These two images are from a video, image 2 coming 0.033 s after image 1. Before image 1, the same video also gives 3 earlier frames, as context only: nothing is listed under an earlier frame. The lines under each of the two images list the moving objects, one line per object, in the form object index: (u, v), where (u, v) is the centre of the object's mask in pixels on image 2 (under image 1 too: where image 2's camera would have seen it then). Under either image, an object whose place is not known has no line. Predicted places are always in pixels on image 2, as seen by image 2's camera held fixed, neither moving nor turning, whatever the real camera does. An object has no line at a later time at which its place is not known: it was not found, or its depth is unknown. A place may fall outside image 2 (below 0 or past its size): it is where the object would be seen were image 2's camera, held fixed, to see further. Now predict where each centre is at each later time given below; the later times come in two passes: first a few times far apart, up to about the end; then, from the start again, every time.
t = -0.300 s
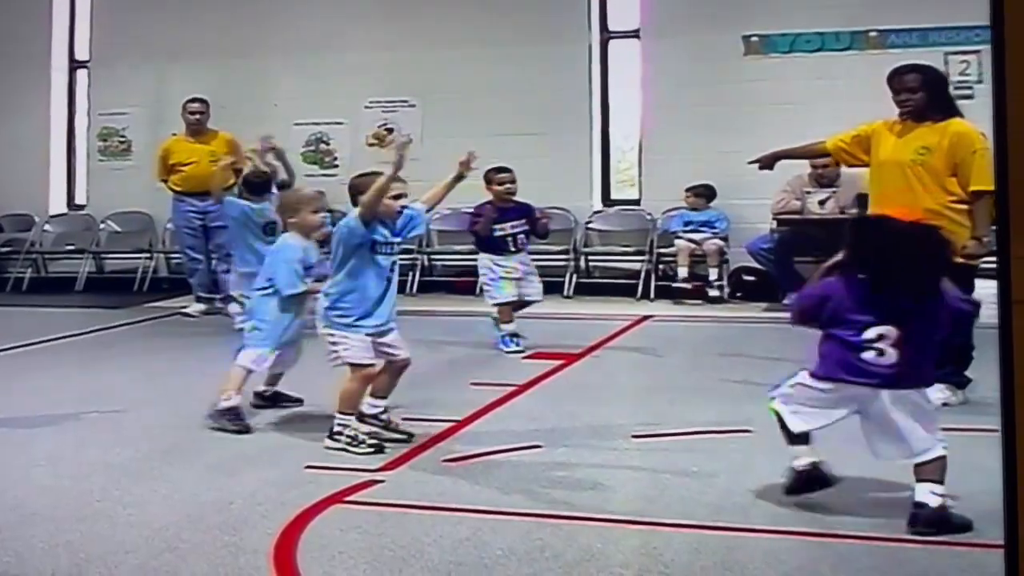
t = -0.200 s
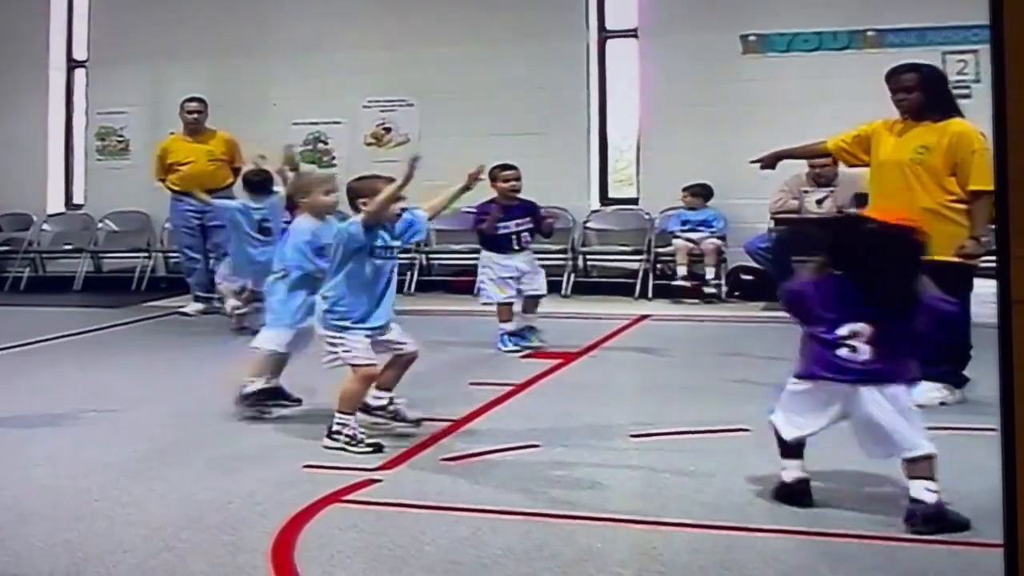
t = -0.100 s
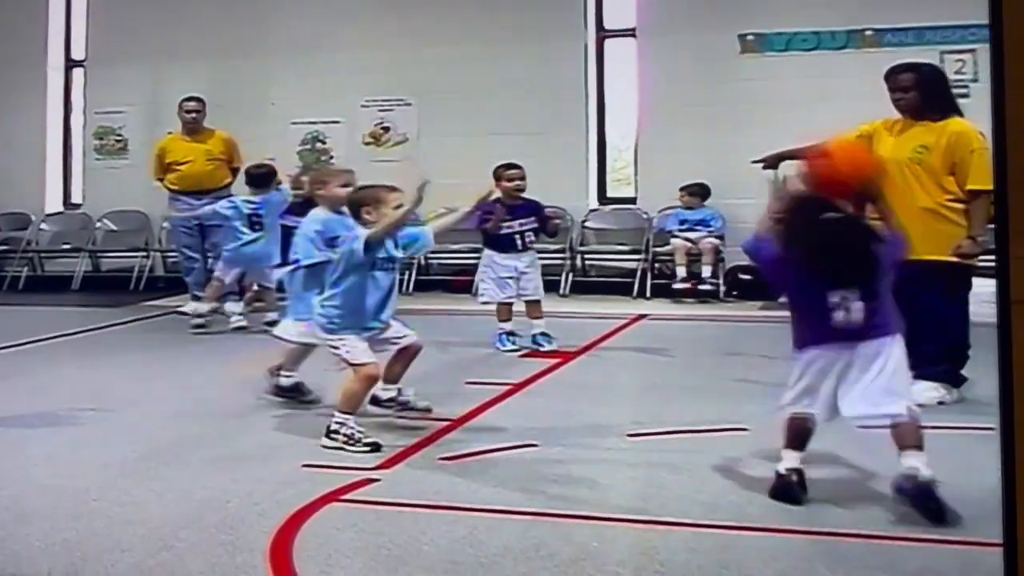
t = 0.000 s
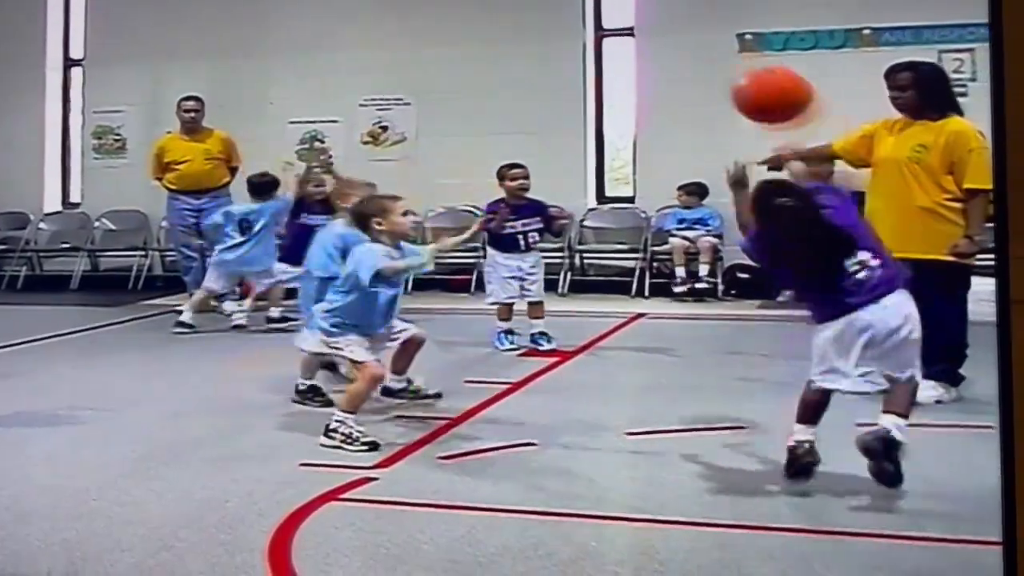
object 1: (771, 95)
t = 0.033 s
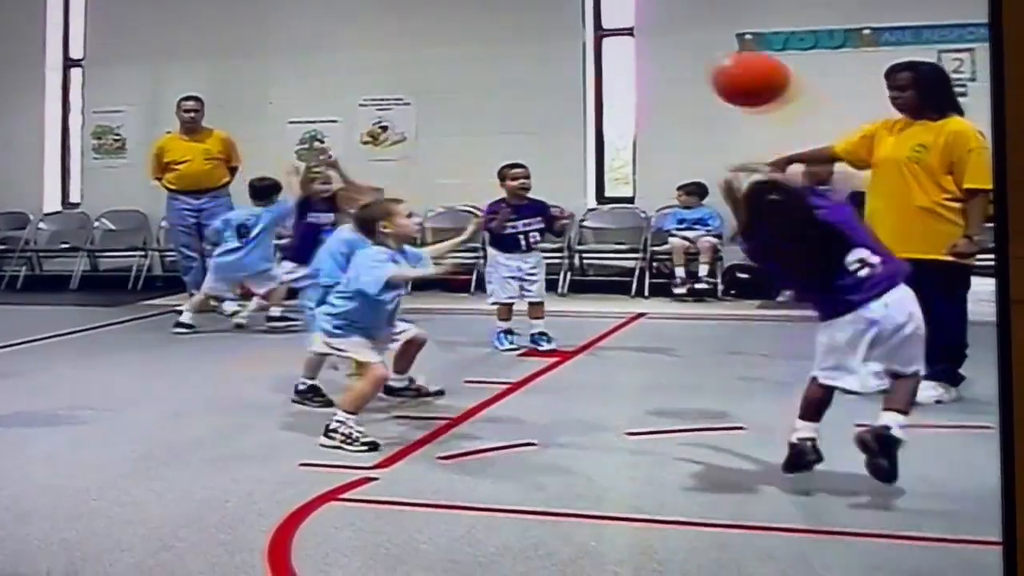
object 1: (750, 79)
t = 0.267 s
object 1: (634, 53)
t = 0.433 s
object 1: (569, 103)
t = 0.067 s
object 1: (731, 67)
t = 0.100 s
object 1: (713, 58)
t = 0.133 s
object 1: (695, 52)
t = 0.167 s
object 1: (678, 49)
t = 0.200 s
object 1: (664, 48)
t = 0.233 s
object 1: (649, 50)
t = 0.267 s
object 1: (634, 53)
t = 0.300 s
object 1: (620, 61)
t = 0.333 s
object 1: (603, 69)
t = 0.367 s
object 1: (590, 78)
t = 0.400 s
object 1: (579, 90)
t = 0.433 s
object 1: (569, 103)
